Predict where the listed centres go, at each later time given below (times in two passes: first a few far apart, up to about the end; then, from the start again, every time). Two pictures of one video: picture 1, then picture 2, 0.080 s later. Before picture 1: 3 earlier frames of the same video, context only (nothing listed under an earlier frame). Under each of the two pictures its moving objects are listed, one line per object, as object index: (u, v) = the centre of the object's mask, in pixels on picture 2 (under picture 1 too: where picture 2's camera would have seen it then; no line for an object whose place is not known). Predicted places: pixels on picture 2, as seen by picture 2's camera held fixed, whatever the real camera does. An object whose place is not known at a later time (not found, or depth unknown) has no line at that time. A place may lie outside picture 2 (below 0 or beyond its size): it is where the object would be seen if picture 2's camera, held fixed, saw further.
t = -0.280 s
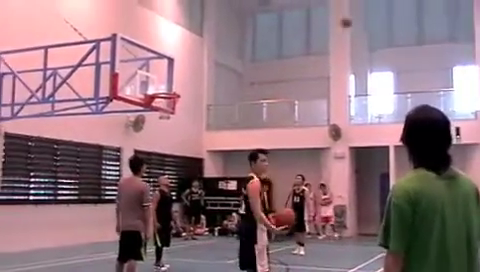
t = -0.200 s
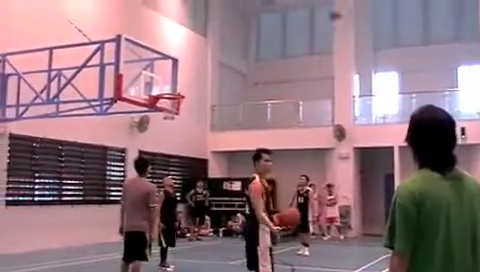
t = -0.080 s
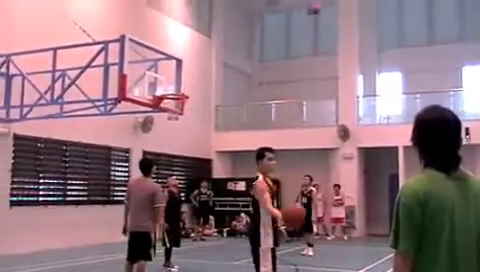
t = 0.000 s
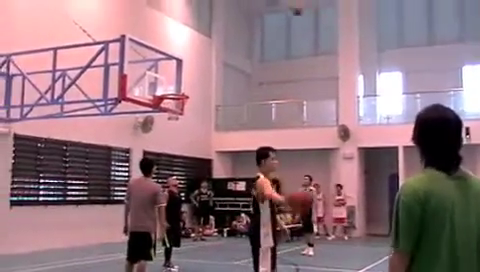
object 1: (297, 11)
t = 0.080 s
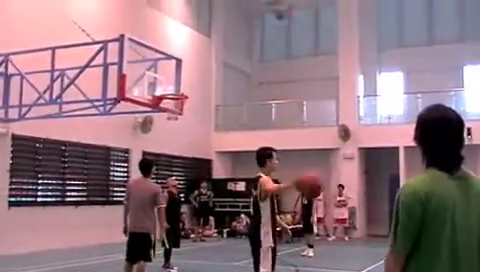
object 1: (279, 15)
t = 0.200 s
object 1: (257, 26)
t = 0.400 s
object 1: (207, 60)
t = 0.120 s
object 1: (272, 17)
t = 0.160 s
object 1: (264, 21)
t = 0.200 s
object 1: (257, 26)
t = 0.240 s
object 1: (247, 29)
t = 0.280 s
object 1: (236, 35)
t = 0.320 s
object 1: (227, 43)
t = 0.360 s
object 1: (218, 50)
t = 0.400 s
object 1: (207, 60)
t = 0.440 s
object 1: (198, 70)
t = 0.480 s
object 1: (188, 82)
